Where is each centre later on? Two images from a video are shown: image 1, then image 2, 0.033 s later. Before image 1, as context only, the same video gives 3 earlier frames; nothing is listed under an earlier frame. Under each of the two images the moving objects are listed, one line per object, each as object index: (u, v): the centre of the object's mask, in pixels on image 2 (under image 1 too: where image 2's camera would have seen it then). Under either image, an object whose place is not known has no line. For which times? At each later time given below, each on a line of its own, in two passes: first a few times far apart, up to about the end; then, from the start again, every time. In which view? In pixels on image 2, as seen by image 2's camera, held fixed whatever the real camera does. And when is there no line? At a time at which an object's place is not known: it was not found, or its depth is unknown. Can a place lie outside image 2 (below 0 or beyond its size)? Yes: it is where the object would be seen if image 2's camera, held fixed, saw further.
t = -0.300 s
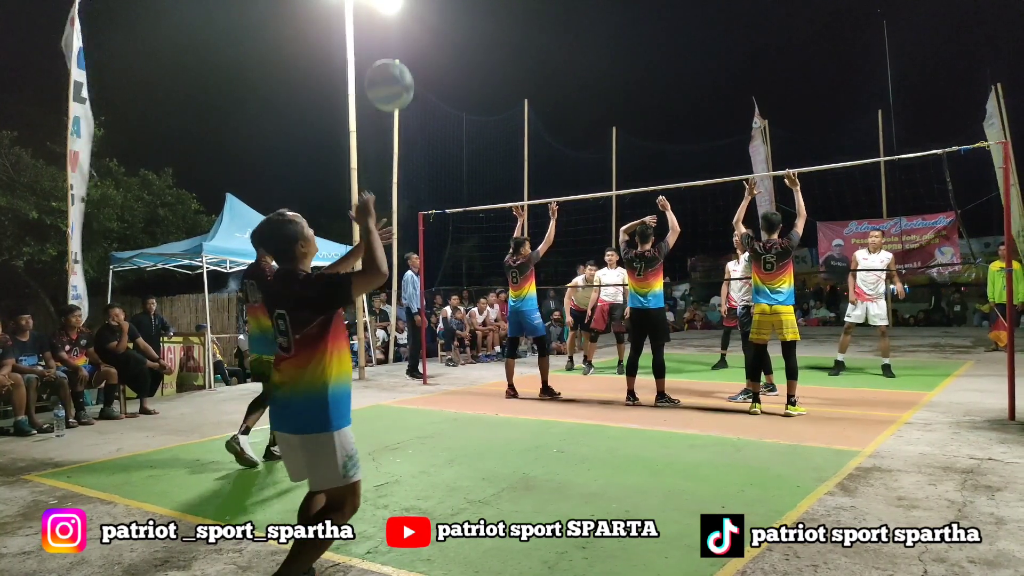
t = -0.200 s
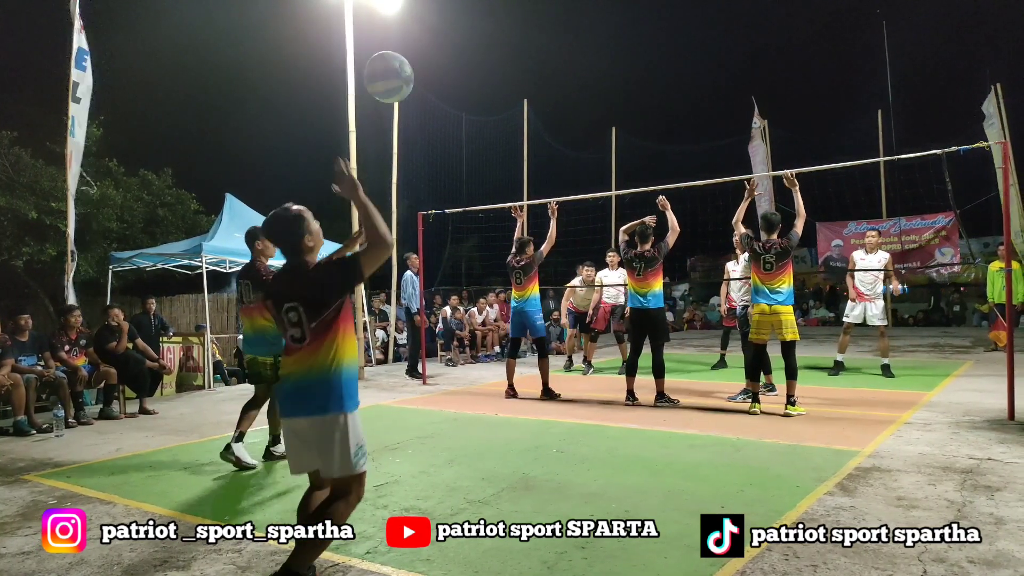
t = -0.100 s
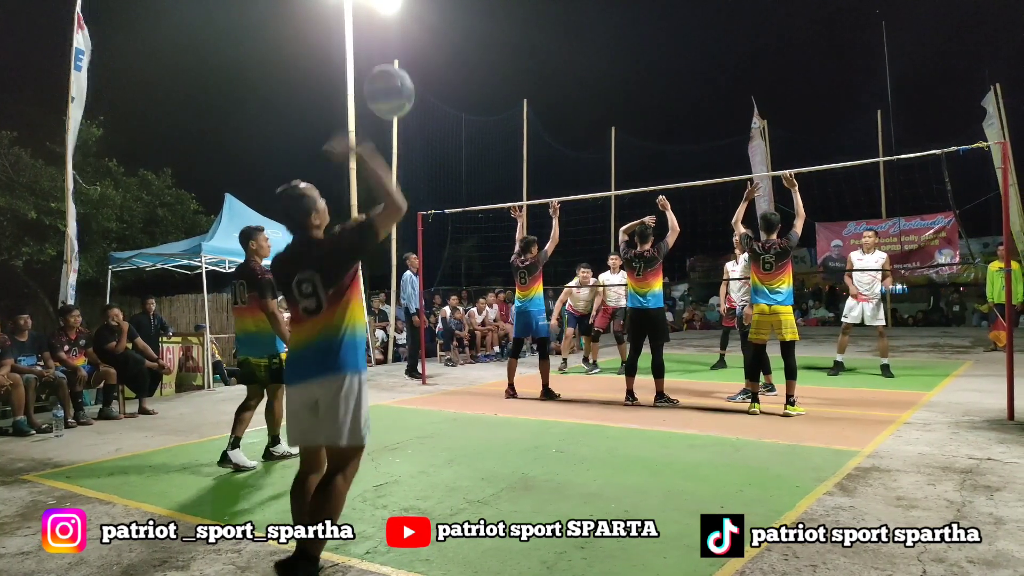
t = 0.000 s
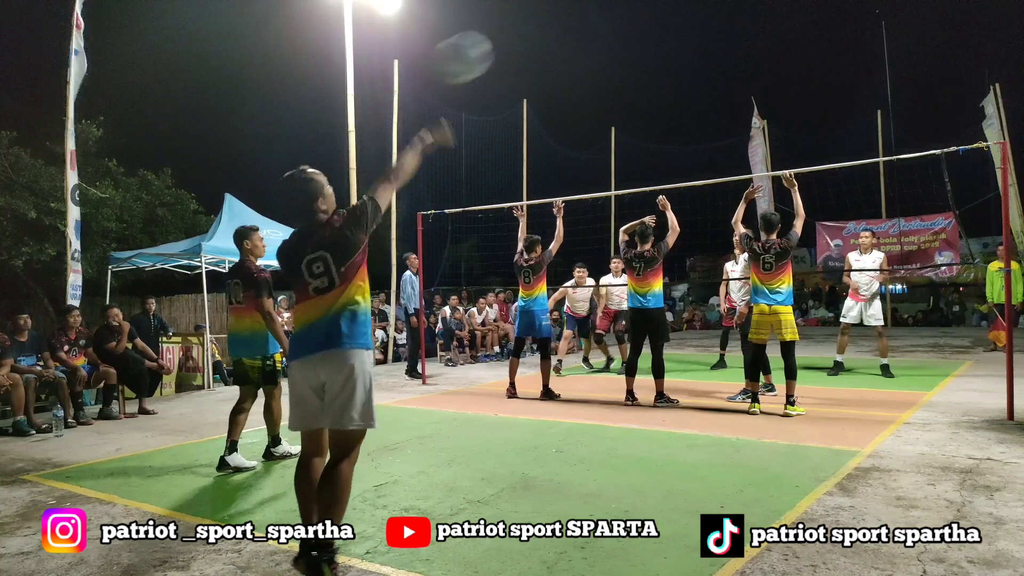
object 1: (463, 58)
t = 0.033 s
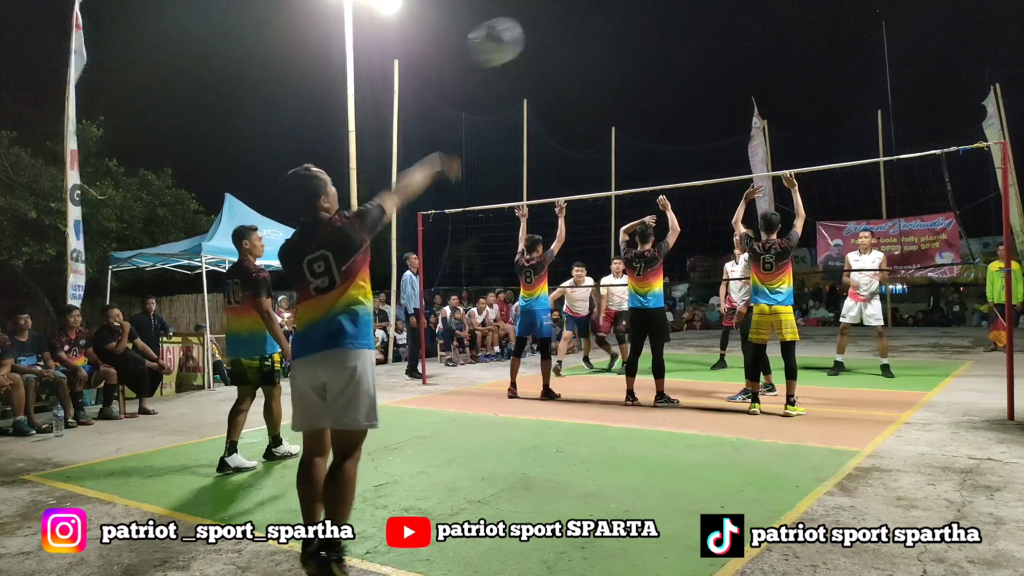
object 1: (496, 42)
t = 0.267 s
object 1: (642, 14)
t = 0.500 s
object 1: (712, 51)
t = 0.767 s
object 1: (756, 128)
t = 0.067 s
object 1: (525, 30)
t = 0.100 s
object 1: (550, 22)
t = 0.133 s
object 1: (573, 18)
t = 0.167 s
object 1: (593, 16)
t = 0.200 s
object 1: (612, 15)
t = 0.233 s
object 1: (628, 14)
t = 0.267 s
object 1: (642, 14)
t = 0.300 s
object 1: (655, 16)
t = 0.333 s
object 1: (666, 20)
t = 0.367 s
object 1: (677, 25)
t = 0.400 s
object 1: (687, 31)
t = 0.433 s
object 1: (696, 37)
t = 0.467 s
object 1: (704, 43)
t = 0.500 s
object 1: (712, 51)
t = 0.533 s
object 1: (719, 59)
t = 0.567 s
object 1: (725, 69)
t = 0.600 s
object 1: (731, 78)
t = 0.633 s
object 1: (737, 87)
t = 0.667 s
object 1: (743, 97)
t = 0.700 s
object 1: (748, 107)
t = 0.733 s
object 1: (752, 117)
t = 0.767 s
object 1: (756, 128)
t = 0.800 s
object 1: (761, 139)
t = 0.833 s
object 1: (765, 151)
